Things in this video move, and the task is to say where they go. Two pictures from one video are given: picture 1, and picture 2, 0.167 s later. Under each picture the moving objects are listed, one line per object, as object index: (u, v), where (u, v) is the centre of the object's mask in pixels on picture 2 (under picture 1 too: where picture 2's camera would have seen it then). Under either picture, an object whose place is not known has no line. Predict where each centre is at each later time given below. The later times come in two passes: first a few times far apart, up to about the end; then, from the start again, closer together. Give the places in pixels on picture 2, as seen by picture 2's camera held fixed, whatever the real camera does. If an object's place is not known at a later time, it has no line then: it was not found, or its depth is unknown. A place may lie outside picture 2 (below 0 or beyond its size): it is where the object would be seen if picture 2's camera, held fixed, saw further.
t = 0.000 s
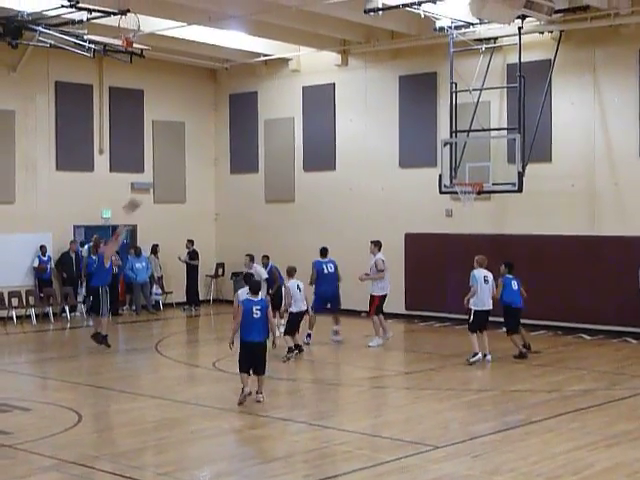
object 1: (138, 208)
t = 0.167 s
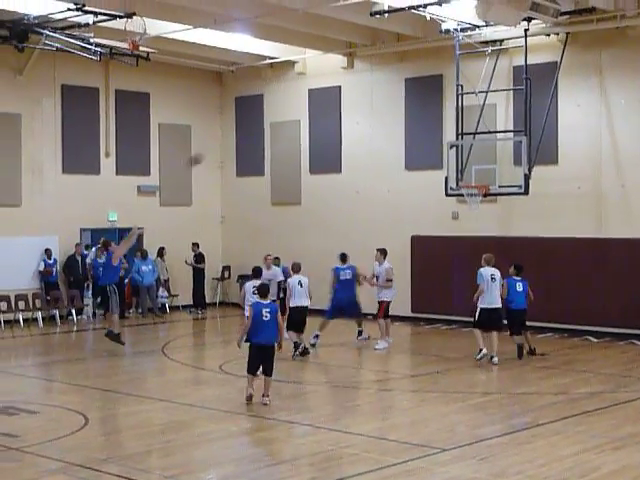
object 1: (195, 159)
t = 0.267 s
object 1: (228, 139)
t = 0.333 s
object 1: (250, 126)
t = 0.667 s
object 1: (354, 108)
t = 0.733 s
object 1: (375, 111)
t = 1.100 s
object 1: (480, 166)
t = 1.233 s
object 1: (495, 179)
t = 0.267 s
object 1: (228, 139)
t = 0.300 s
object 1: (240, 132)
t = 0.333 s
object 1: (250, 126)
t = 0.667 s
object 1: (354, 108)
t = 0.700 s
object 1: (364, 109)
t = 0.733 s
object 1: (375, 111)
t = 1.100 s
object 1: (480, 166)
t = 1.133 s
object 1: (489, 175)
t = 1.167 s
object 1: (490, 181)
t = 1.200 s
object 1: (491, 181)
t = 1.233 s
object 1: (495, 179)
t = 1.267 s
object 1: (499, 179)
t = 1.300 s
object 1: (502, 179)
